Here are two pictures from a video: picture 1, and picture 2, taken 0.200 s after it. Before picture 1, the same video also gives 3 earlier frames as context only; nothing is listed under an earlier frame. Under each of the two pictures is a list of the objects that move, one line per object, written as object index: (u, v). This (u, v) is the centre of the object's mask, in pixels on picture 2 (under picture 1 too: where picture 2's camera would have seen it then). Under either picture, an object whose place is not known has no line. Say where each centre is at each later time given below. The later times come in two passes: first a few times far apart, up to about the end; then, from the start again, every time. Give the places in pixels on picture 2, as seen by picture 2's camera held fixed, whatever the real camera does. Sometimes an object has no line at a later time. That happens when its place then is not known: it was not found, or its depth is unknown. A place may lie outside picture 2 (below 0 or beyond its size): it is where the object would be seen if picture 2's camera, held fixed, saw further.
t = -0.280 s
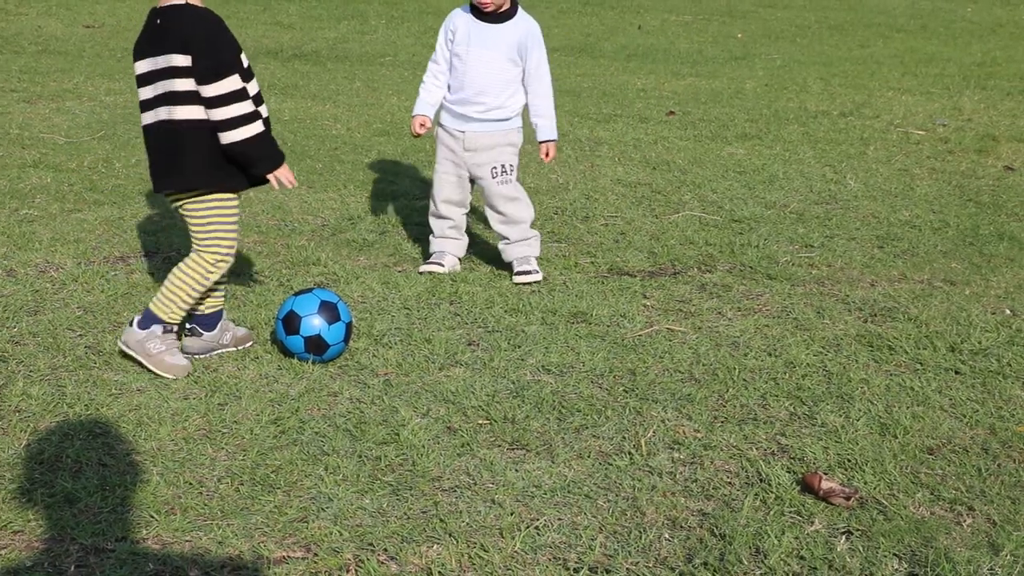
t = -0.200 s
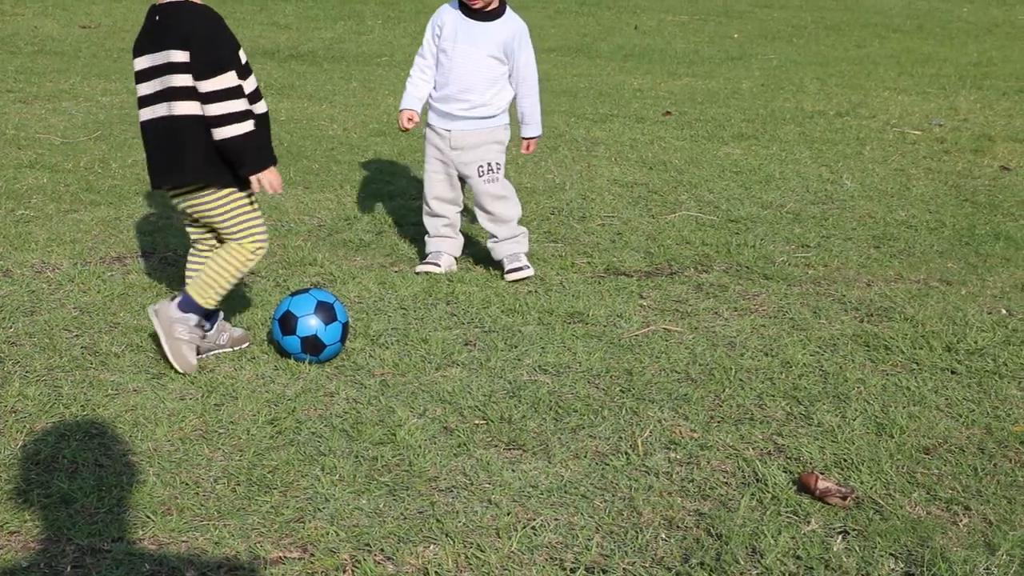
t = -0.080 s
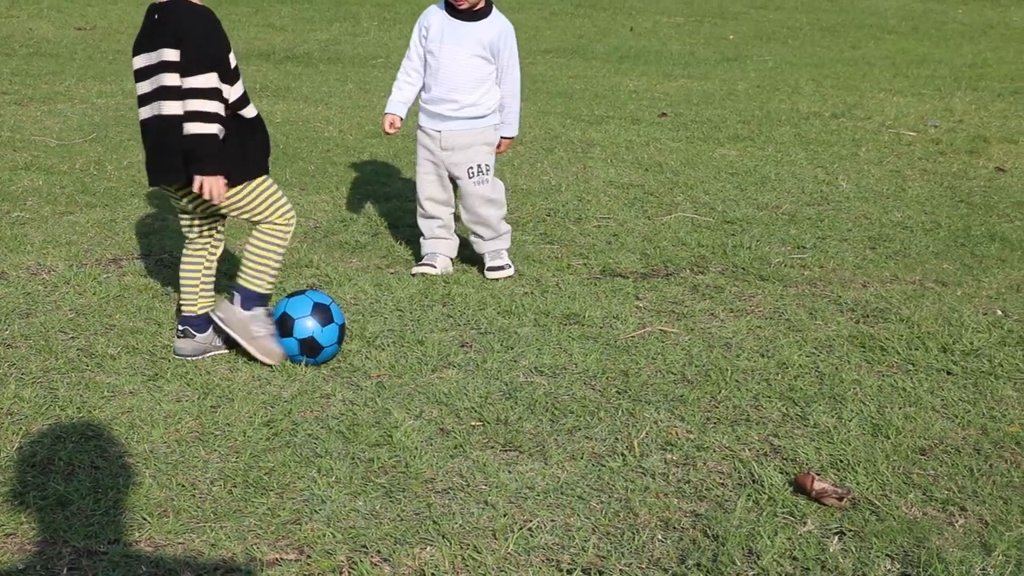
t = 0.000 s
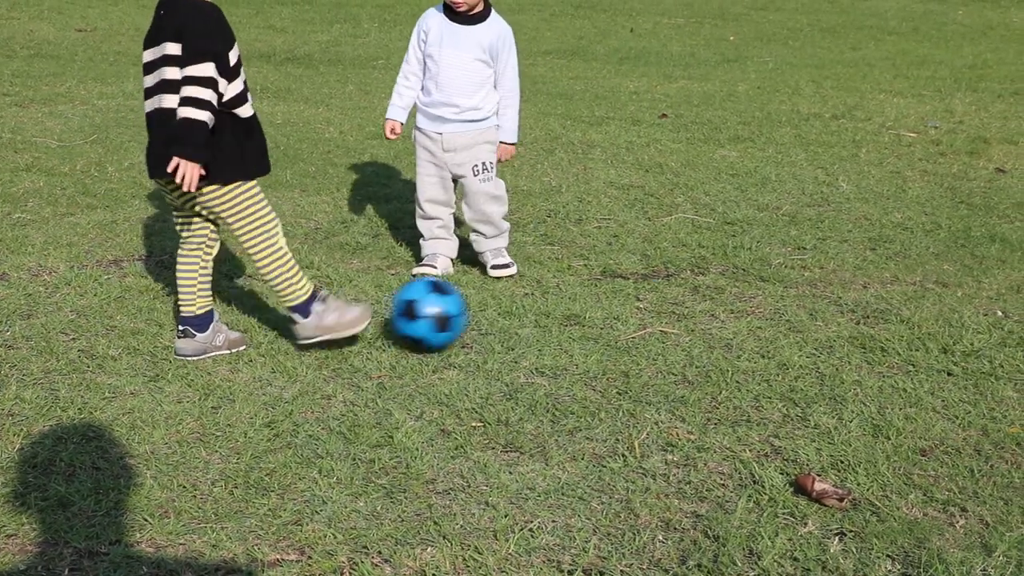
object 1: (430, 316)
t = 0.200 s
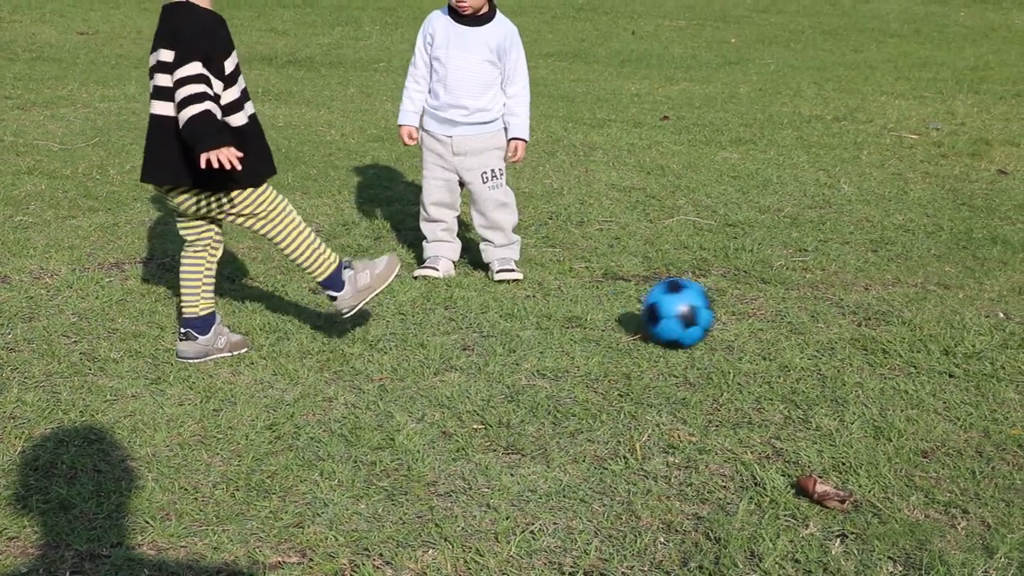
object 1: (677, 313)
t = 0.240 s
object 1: (711, 313)
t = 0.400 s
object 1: (825, 308)
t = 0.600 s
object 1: (955, 303)
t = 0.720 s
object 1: (1023, 304)
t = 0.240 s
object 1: (711, 313)
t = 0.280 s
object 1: (742, 312)
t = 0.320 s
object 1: (771, 309)
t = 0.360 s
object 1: (798, 308)
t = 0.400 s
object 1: (825, 308)
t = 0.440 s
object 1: (853, 308)
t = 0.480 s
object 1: (879, 306)
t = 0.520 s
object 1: (906, 305)
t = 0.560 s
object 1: (931, 304)
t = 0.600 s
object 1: (955, 303)
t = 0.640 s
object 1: (978, 304)
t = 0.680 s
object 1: (1000, 308)
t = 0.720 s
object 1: (1023, 304)
